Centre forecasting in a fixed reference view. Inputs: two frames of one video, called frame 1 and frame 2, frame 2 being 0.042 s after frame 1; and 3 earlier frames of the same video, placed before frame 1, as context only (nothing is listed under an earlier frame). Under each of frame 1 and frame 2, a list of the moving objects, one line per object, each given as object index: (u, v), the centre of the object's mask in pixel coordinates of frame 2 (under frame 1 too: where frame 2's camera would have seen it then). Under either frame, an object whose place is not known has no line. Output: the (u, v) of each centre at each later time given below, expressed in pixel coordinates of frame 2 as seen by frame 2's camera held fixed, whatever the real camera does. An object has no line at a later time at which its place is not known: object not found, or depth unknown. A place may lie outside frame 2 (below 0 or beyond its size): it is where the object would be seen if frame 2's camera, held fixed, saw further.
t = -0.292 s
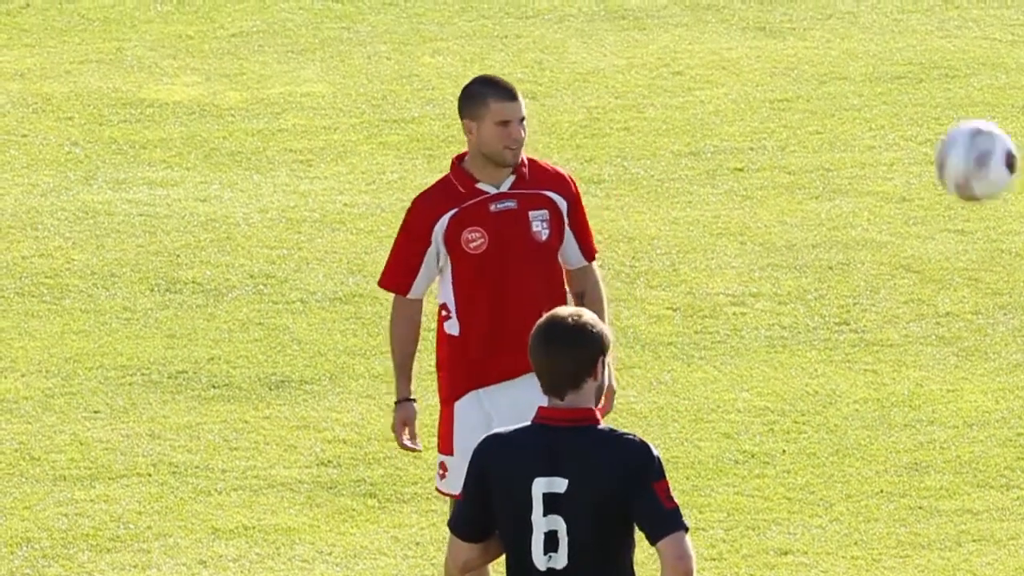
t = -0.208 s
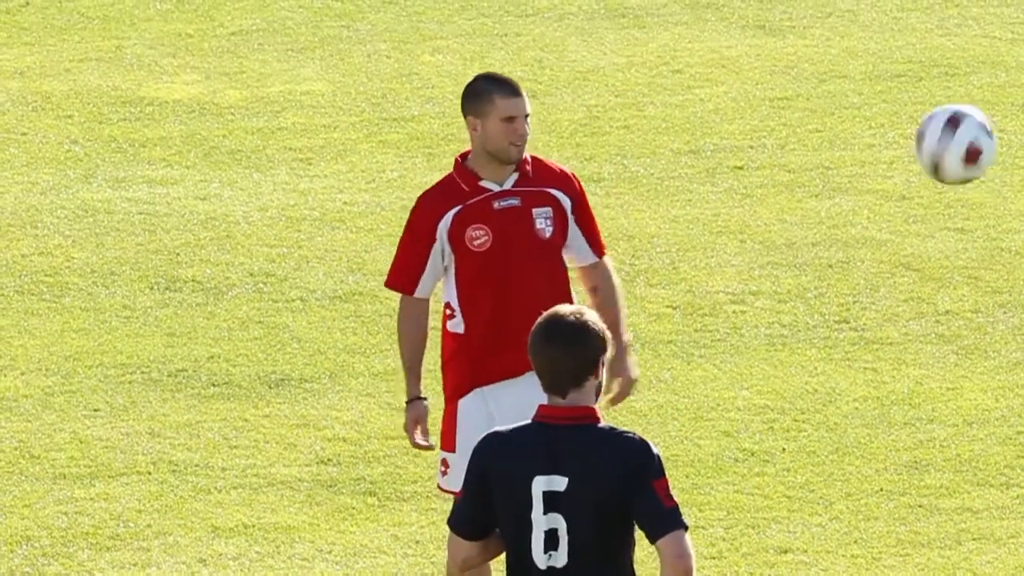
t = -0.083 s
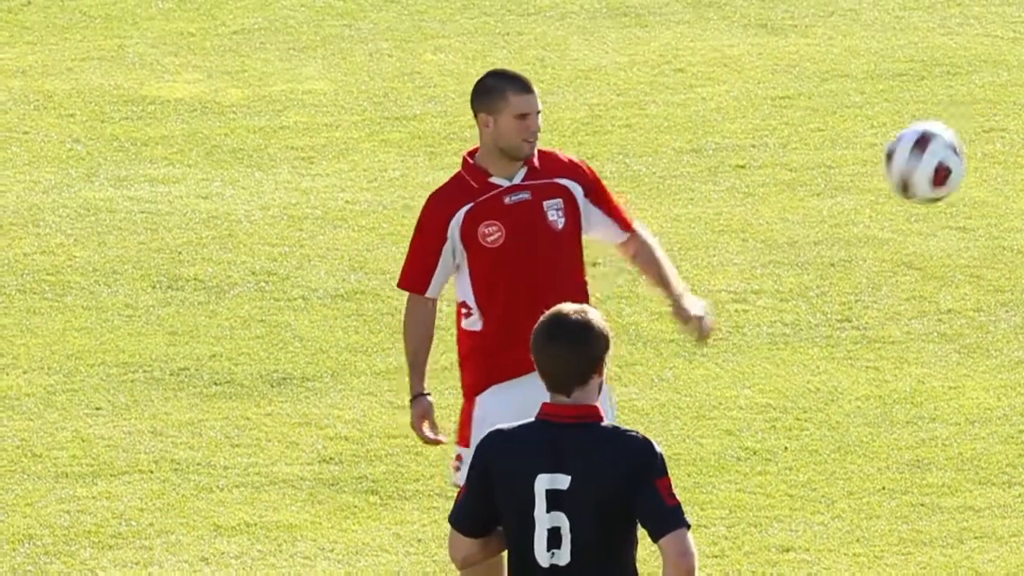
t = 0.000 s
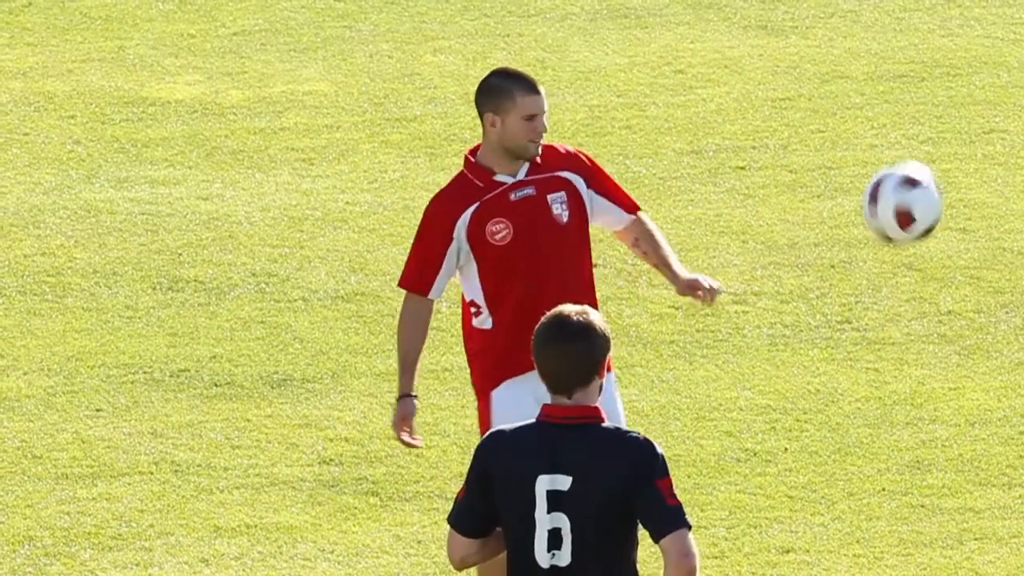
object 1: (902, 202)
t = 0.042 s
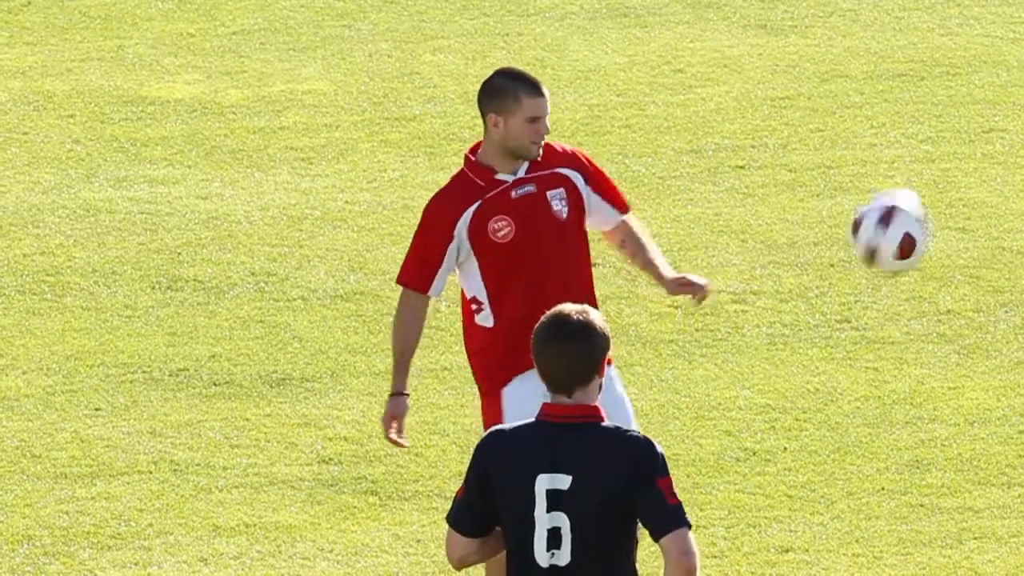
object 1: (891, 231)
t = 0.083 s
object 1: (880, 264)
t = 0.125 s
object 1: (868, 304)
